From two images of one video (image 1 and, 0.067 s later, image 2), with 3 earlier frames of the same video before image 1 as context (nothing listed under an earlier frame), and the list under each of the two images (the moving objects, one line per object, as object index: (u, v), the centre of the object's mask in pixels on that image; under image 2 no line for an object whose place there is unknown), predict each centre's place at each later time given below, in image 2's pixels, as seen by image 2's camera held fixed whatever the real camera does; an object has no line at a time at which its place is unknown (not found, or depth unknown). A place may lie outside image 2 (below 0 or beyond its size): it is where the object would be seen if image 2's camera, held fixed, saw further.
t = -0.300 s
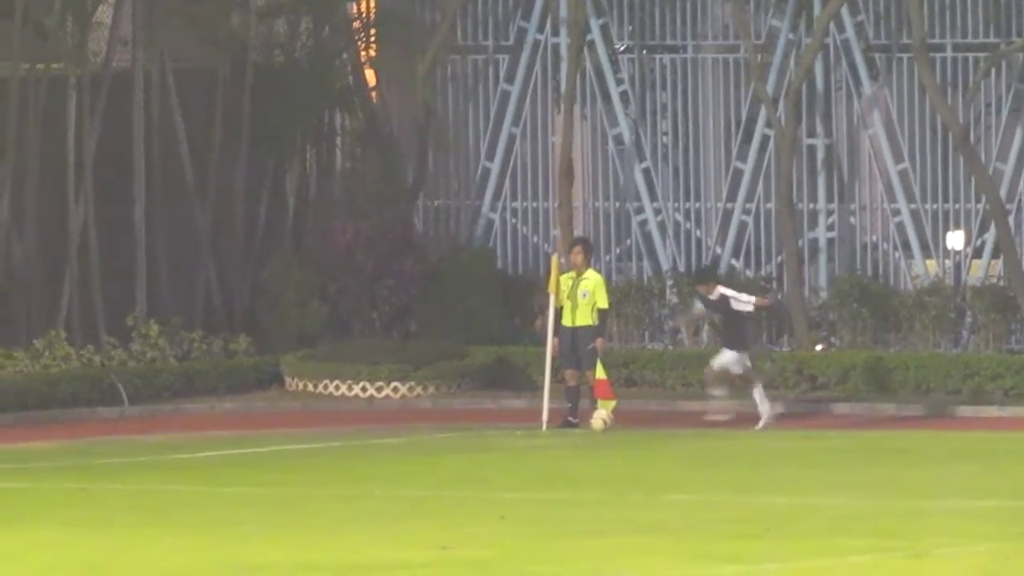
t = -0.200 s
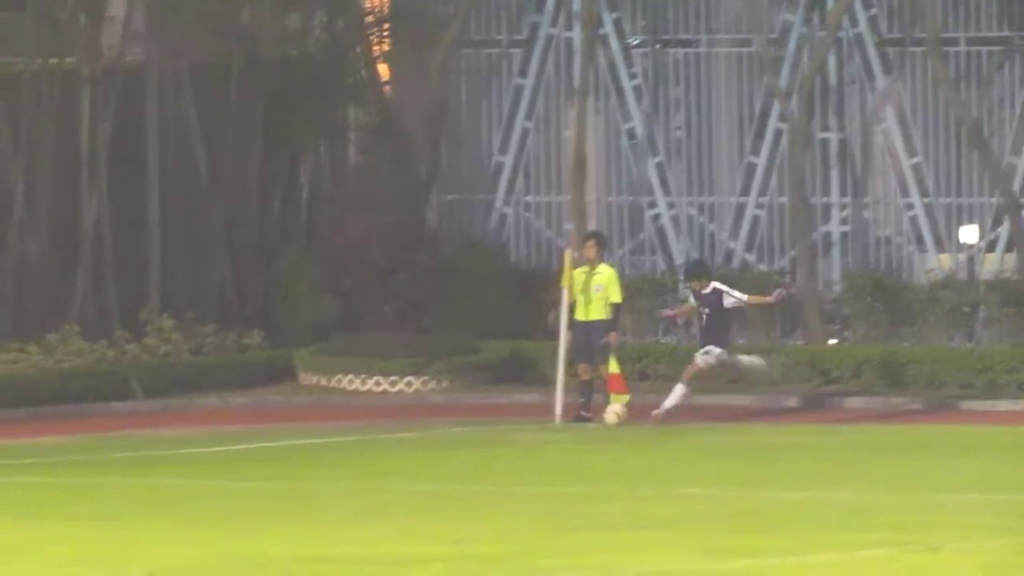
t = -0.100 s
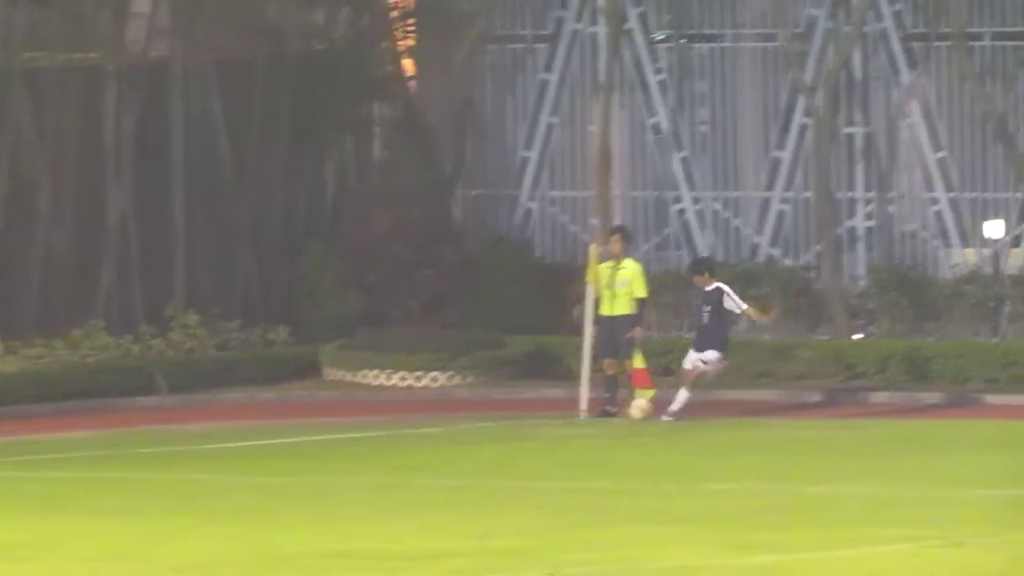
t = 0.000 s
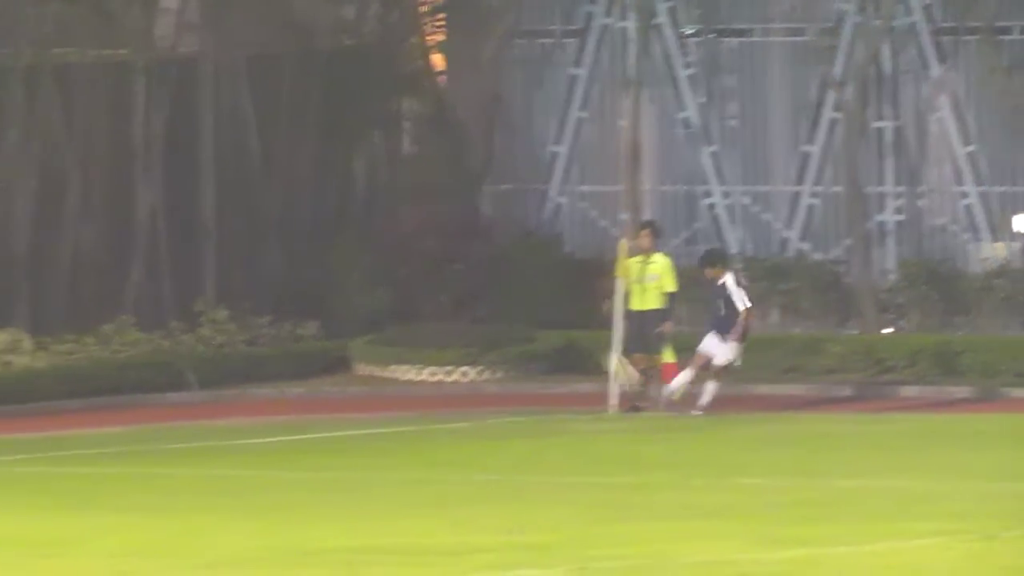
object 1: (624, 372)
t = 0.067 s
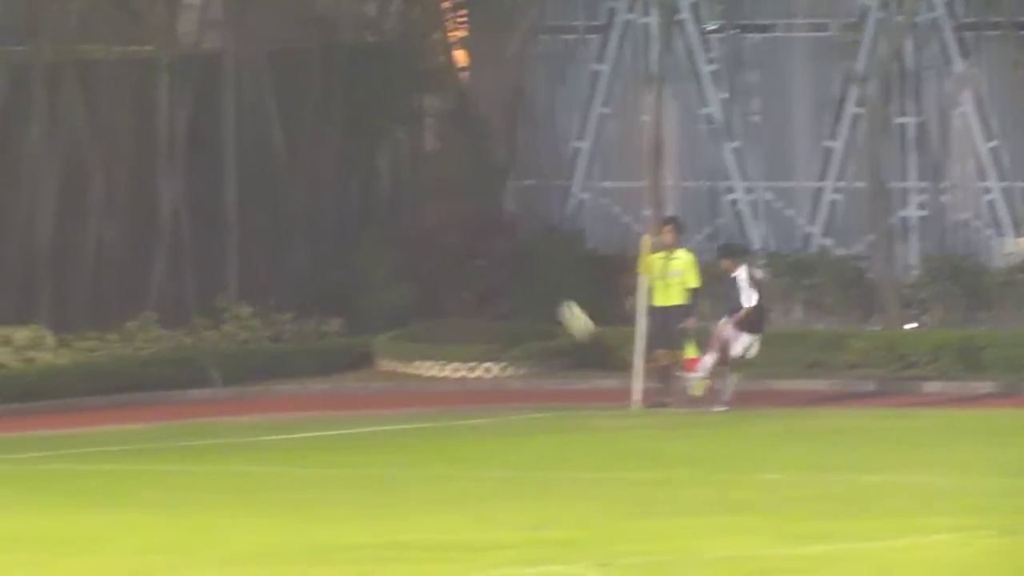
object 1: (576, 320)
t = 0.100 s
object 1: (543, 297)
